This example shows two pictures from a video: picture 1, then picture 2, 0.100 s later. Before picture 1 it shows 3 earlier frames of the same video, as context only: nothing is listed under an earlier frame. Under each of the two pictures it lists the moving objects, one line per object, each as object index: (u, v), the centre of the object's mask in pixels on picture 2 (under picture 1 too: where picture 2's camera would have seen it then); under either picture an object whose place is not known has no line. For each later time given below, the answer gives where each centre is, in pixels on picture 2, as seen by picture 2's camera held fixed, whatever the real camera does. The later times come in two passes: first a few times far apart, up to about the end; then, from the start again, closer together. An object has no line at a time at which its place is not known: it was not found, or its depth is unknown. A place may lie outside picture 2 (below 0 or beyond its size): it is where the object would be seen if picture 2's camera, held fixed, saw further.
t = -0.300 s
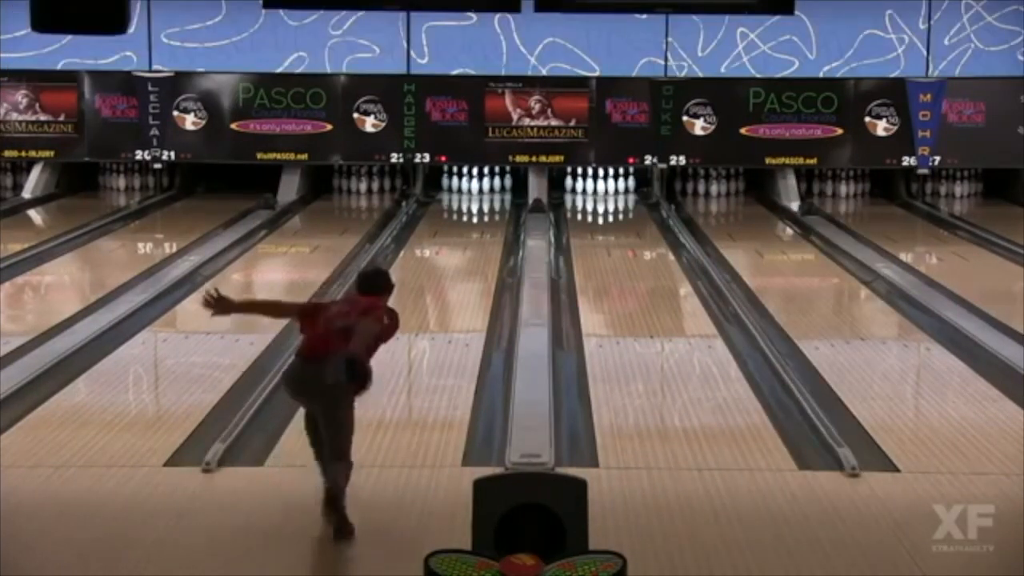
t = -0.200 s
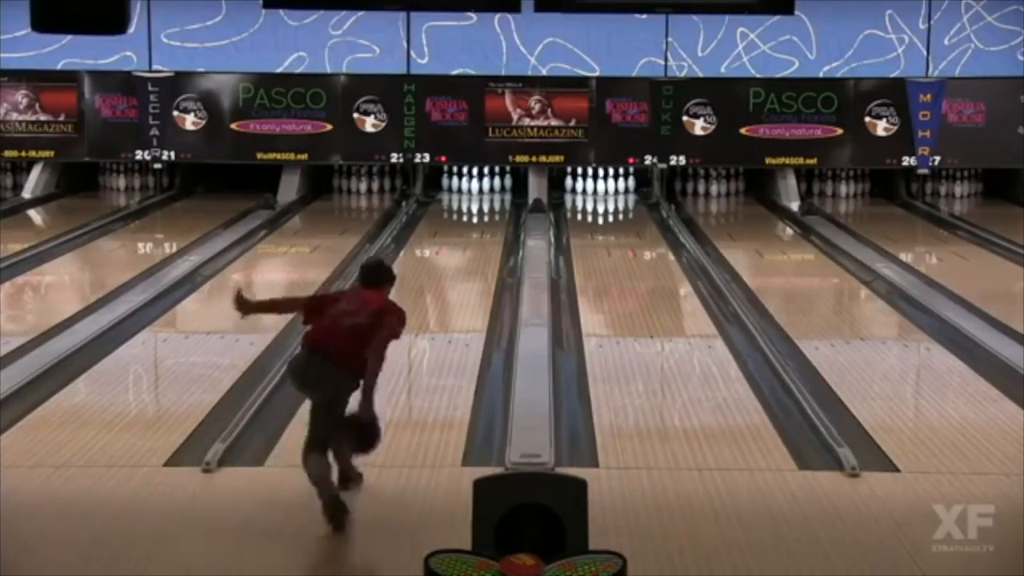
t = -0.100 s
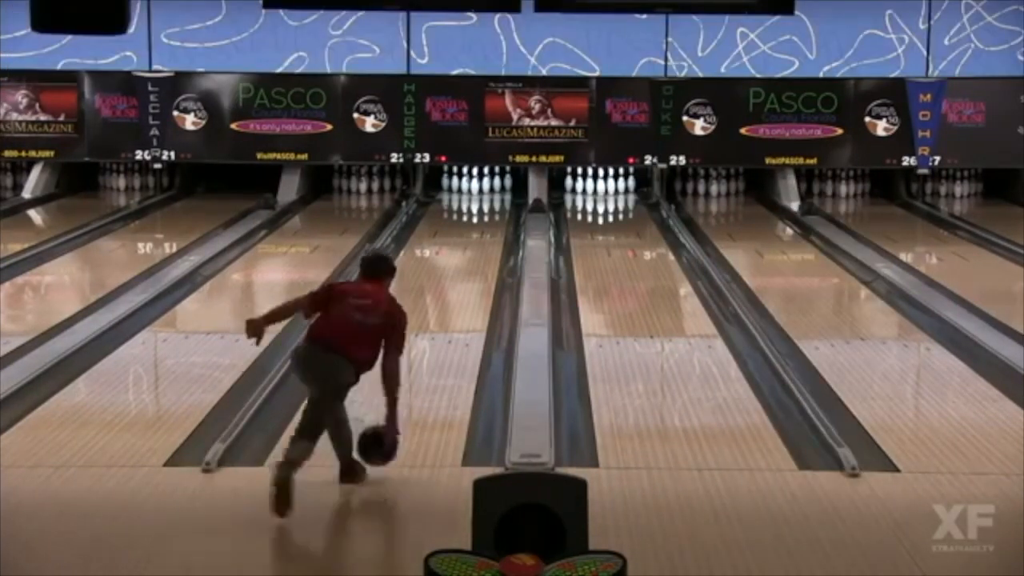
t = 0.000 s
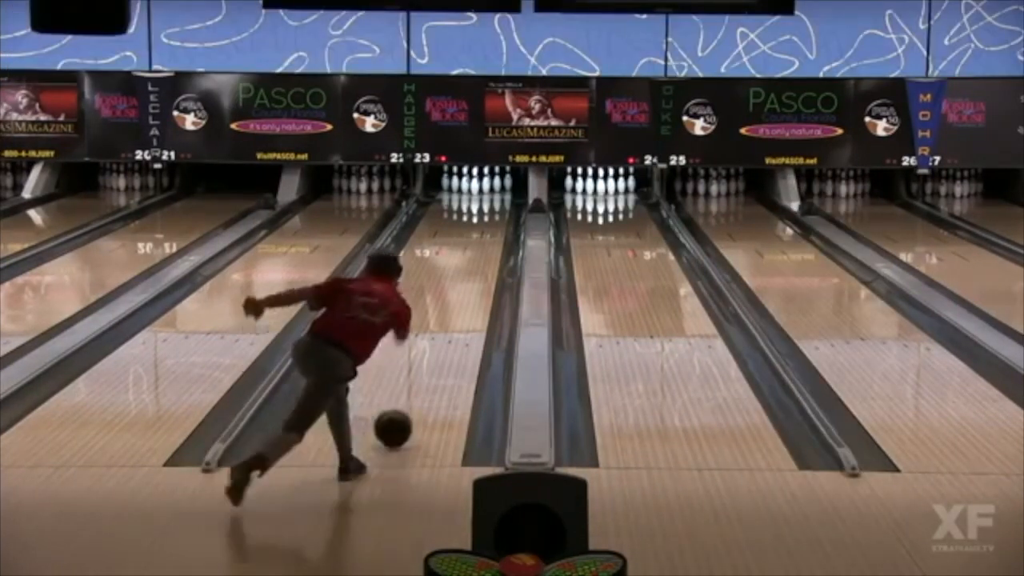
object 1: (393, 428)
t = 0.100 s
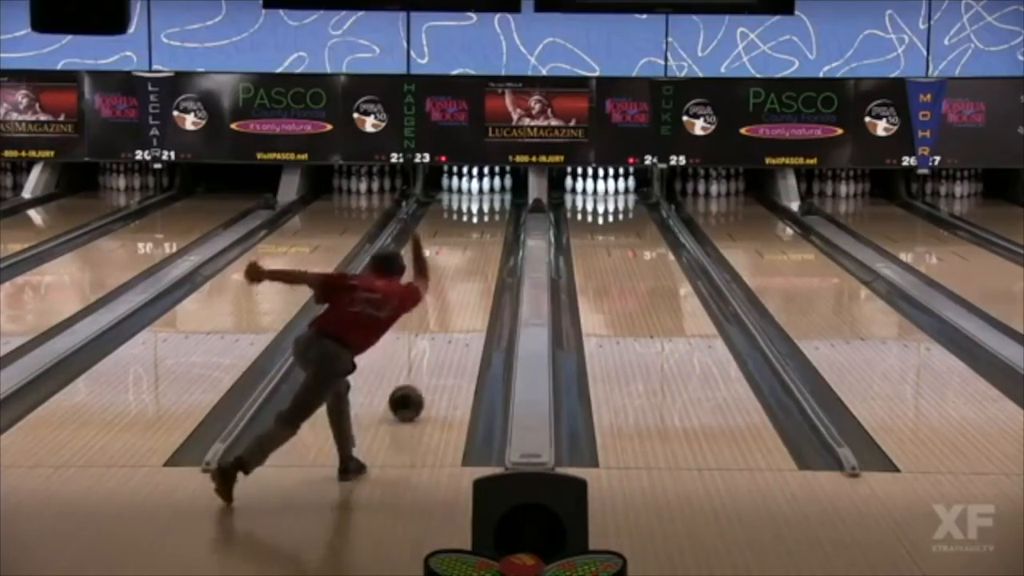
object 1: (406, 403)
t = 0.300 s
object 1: (427, 360)
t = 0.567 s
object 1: (449, 316)
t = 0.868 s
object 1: (466, 279)
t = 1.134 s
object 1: (477, 255)
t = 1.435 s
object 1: (487, 232)
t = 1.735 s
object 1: (492, 215)
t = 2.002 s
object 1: (491, 201)
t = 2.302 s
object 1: (486, 190)
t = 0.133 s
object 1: (410, 395)
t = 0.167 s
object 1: (414, 388)
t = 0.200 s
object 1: (418, 380)
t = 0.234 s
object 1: (421, 373)
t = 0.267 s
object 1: (424, 366)
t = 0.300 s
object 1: (427, 360)
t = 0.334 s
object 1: (431, 354)
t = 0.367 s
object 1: (434, 348)
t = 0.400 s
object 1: (437, 342)
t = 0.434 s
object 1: (440, 337)
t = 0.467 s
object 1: (443, 332)
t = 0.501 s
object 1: (446, 326)
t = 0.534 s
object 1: (447, 321)
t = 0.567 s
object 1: (449, 316)
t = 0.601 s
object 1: (451, 312)
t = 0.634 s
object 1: (453, 308)
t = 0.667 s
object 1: (455, 303)
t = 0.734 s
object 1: (459, 295)
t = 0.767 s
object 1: (461, 291)
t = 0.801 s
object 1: (463, 287)
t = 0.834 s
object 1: (465, 283)
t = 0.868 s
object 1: (466, 279)
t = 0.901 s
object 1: (468, 276)
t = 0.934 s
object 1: (469, 273)
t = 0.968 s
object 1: (471, 269)
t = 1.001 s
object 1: (473, 266)
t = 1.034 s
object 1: (474, 263)
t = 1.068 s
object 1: (475, 260)
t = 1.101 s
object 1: (476, 258)
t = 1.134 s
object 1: (477, 255)
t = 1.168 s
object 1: (479, 251)
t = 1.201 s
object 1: (480, 248)
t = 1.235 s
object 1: (481, 246)
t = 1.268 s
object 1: (482, 243)
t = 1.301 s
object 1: (481, 242)
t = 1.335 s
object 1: (484, 239)
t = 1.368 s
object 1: (484, 236)
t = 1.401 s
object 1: (486, 234)
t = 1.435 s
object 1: (487, 232)
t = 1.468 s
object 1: (485, 231)
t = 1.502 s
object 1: (488, 228)
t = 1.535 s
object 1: (489, 226)
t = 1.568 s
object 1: (490, 224)
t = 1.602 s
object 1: (490, 222)
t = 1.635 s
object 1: (491, 220)
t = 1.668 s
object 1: (490, 220)
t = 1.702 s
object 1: (491, 216)
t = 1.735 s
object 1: (492, 215)
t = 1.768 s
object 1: (492, 212)
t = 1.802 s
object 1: (492, 211)
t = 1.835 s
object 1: (492, 209)
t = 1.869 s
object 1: (492, 208)
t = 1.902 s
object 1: (492, 207)
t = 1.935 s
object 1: (492, 204)
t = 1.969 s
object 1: (492, 202)
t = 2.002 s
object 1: (491, 201)
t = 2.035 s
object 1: (491, 200)
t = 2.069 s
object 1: (490, 199)
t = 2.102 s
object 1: (490, 197)
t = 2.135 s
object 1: (490, 196)
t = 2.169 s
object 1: (489, 195)
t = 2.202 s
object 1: (487, 193)
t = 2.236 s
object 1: (487, 192)
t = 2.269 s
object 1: (487, 191)
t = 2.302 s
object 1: (486, 190)
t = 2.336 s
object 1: (485, 188)
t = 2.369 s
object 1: (485, 187)
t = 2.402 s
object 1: (485, 186)
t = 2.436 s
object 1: (486, 186)
